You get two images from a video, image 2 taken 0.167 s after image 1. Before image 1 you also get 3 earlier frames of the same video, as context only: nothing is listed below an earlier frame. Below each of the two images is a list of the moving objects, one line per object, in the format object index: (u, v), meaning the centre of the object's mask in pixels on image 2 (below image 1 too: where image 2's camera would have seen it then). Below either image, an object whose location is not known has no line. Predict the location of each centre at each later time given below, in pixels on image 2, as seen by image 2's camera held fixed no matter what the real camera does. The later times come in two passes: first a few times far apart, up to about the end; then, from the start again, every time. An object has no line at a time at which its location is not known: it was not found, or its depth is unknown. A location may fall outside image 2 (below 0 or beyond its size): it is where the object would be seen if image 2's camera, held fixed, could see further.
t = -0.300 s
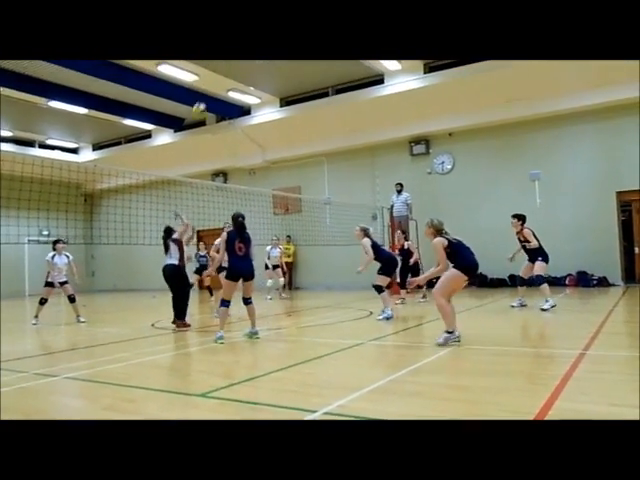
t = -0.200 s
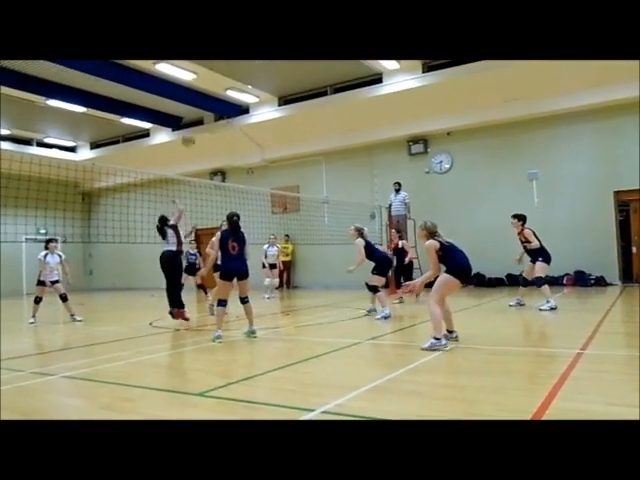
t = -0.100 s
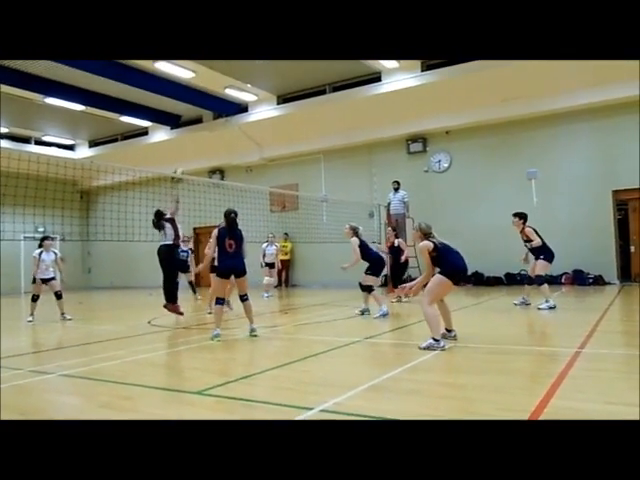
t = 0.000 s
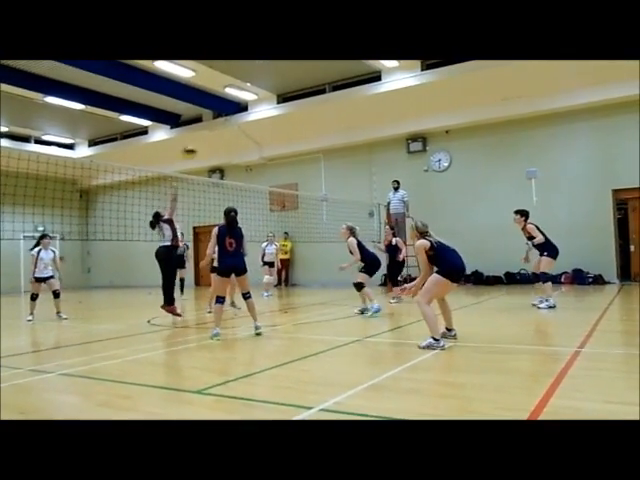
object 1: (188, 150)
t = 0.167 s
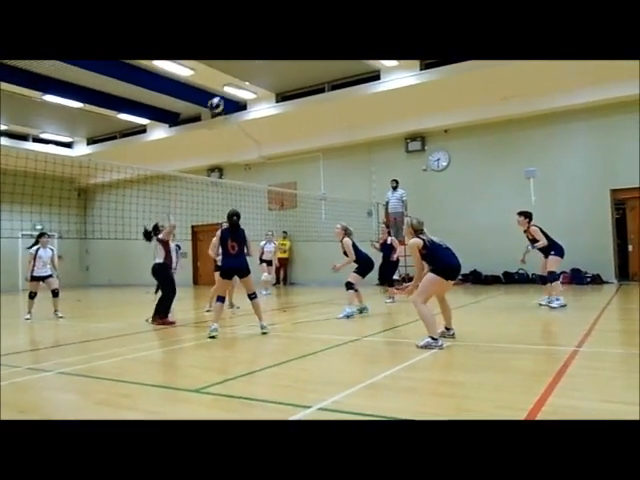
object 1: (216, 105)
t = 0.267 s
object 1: (232, 87)
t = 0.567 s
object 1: (291, 71)
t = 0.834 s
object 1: (352, 117)
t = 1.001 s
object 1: (396, 180)
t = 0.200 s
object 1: (221, 99)
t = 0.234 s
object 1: (226, 92)
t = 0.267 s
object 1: (232, 87)
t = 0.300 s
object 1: (240, 81)
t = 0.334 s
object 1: (245, 78)
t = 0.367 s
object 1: (251, 74)
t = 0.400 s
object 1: (257, 72)
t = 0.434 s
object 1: (263, 70)
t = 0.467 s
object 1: (269, 69)
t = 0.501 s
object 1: (277, 69)
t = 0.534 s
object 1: (284, 69)
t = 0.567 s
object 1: (291, 71)
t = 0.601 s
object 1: (298, 73)
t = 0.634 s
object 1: (305, 77)
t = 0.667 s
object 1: (314, 81)
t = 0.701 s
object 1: (321, 85)
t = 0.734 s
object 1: (327, 91)
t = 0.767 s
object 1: (335, 100)
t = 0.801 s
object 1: (343, 107)
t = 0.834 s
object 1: (352, 117)
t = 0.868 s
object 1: (361, 126)
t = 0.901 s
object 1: (369, 139)
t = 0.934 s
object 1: (379, 150)
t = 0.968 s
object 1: (385, 163)
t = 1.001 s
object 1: (396, 180)
